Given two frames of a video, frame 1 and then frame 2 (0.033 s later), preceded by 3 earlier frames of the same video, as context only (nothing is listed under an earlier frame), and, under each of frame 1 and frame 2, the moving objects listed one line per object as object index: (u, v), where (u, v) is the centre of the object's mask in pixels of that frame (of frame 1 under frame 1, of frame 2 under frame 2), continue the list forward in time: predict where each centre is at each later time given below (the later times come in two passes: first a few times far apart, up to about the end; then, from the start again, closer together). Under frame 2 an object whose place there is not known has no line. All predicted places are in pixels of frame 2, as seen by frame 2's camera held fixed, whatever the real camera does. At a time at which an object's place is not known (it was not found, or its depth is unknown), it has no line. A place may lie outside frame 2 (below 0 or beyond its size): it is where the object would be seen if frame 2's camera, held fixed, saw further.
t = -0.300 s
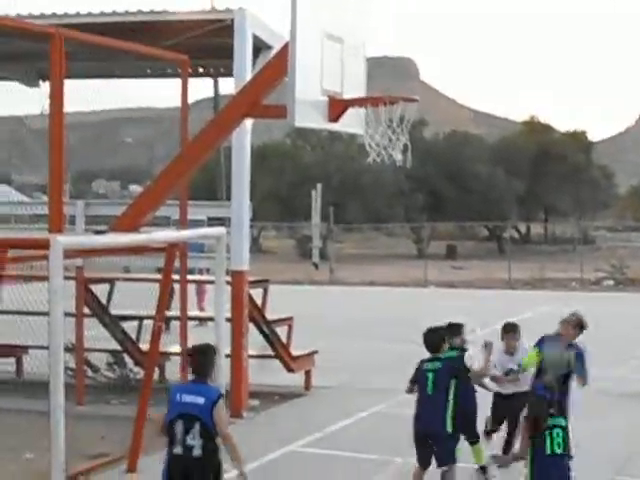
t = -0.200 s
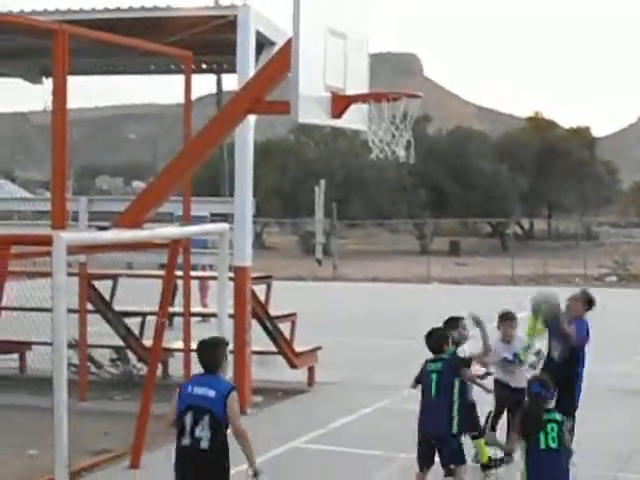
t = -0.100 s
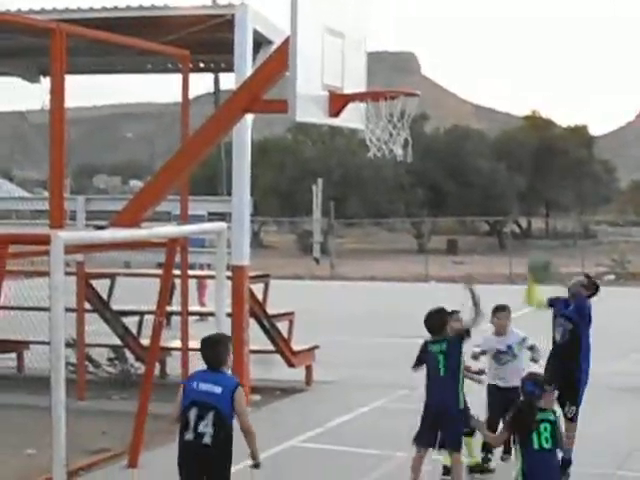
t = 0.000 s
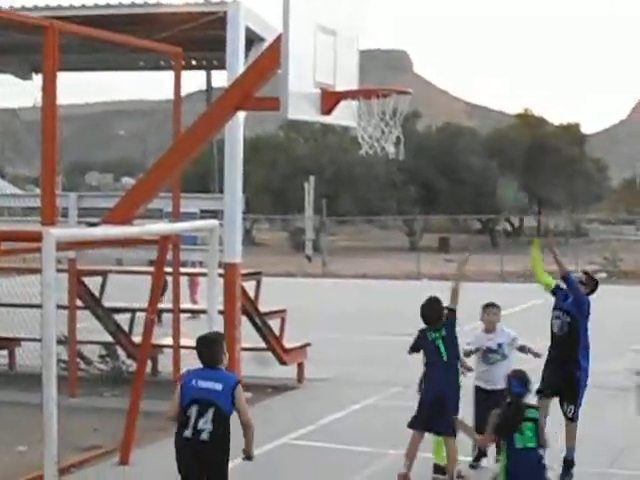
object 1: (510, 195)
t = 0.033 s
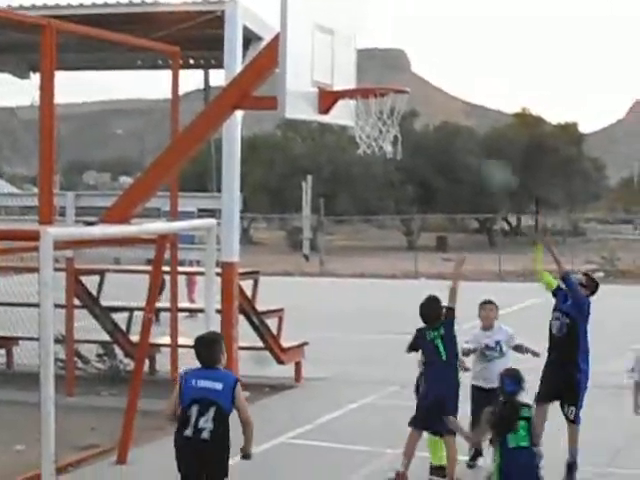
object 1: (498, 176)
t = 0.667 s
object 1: (328, 70)
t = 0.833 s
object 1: (345, 113)
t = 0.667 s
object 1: (328, 70)
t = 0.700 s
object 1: (332, 76)
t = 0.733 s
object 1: (336, 83)
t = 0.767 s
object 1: (340, 92)
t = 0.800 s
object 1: (343, 102)
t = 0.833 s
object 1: (345, 113)
